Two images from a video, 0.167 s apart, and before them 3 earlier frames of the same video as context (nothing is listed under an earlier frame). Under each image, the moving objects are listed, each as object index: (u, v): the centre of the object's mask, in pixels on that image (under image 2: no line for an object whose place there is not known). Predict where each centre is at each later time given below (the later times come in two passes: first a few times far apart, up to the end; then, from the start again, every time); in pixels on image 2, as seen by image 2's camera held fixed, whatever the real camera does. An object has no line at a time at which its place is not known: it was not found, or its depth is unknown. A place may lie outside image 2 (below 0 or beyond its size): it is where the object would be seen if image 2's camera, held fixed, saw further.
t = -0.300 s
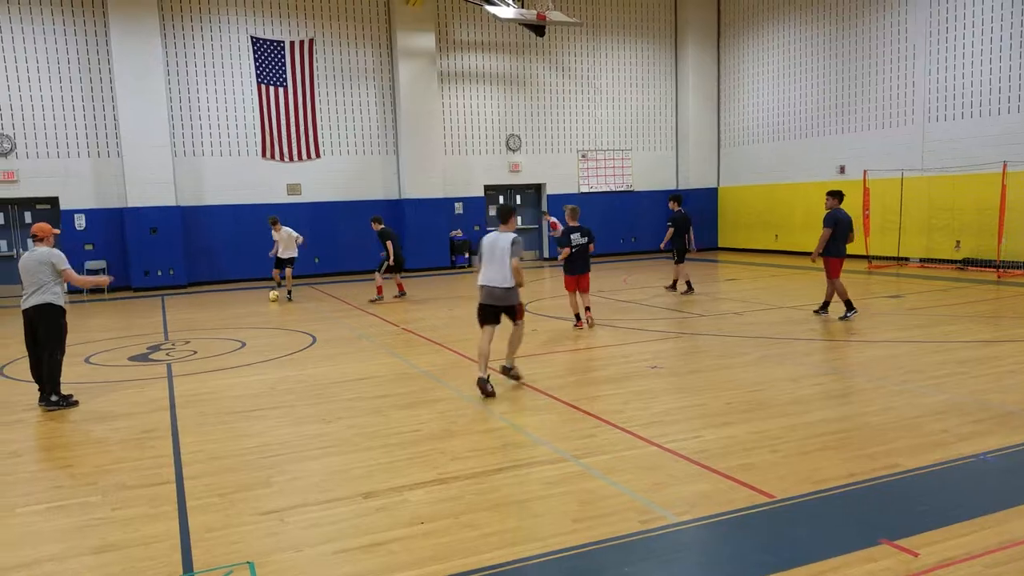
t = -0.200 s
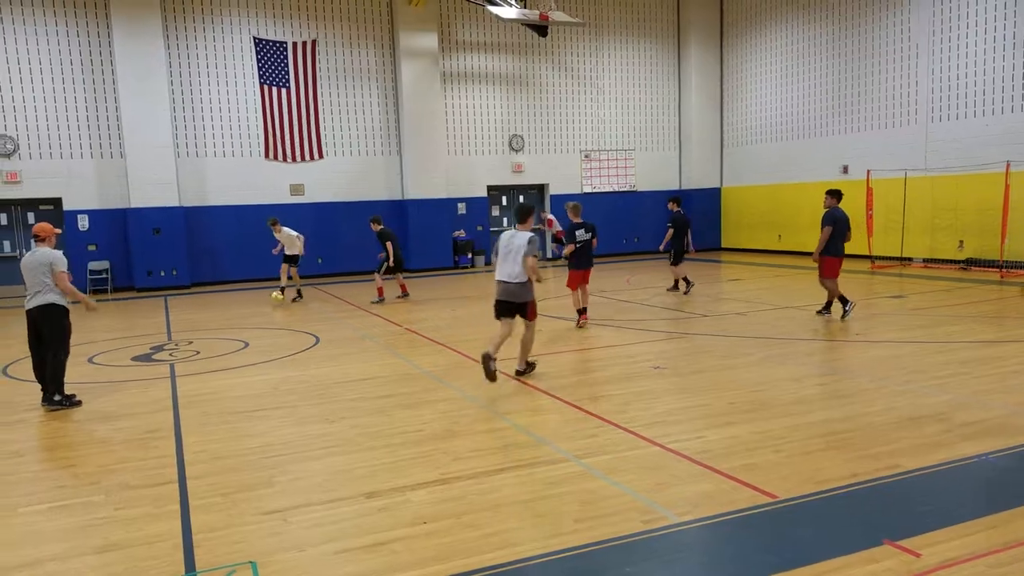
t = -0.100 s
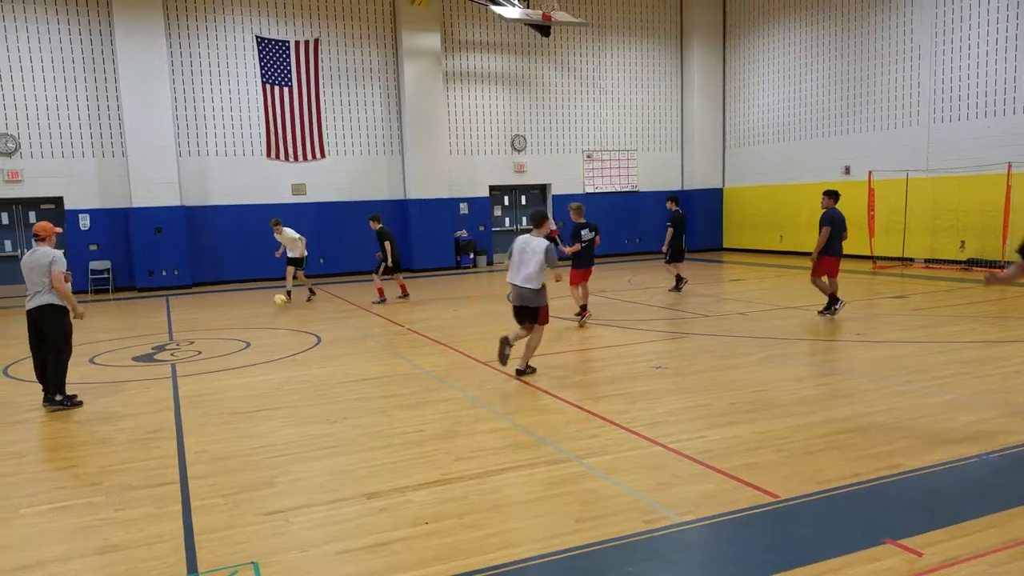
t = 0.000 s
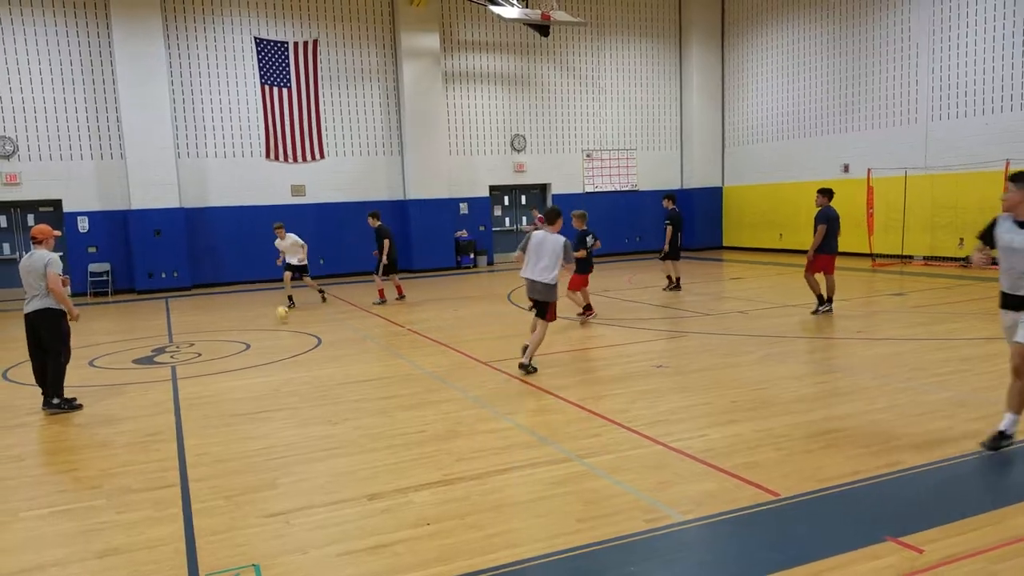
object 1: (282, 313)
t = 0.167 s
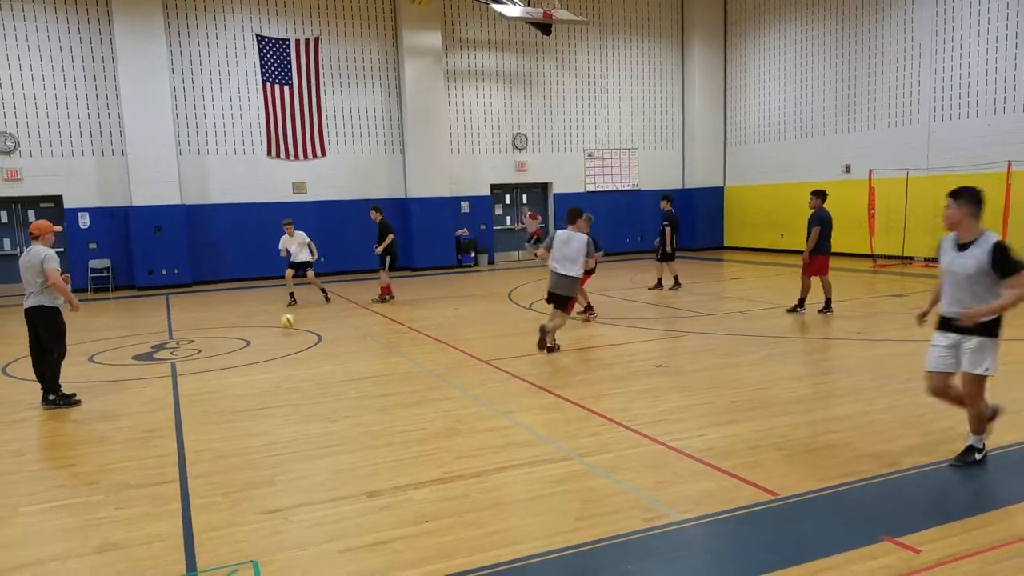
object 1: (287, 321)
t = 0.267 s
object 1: (293, 335)
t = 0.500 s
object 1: (305, 358)
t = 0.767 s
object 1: (326, 394)
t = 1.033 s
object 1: (353, 448)
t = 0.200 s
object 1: (289, 325)
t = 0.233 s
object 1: (290, 330)
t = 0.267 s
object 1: (293, 335)
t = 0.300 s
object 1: (294, 339)
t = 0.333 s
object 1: (295, 341)
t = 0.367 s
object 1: (297, 343)
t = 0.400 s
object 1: (299, 347)
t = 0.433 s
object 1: (302, 352)
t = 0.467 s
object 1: (304, 355)
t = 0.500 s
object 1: (305, 358)
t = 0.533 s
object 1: (307, 363)
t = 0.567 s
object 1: (311, 367)
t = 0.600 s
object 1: (312, 371)
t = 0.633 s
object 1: (314, 375)
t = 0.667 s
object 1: (318, 380)
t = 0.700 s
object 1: (319, 385)
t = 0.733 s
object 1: (322, 389)
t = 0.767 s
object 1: (326, 394)
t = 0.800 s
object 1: (328, 400)
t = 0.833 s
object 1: (331, 406)
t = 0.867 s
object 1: (334, 412)
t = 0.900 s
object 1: (337, 419)
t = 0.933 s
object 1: (342, 426)
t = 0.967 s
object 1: (346, 433)
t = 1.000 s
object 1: (349, 439)
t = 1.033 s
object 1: (353, 448)
